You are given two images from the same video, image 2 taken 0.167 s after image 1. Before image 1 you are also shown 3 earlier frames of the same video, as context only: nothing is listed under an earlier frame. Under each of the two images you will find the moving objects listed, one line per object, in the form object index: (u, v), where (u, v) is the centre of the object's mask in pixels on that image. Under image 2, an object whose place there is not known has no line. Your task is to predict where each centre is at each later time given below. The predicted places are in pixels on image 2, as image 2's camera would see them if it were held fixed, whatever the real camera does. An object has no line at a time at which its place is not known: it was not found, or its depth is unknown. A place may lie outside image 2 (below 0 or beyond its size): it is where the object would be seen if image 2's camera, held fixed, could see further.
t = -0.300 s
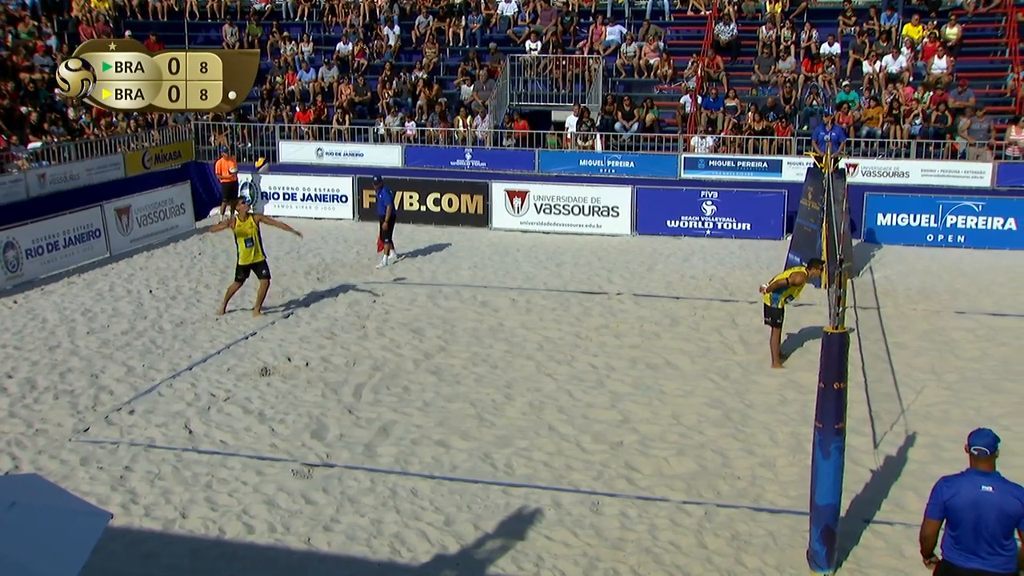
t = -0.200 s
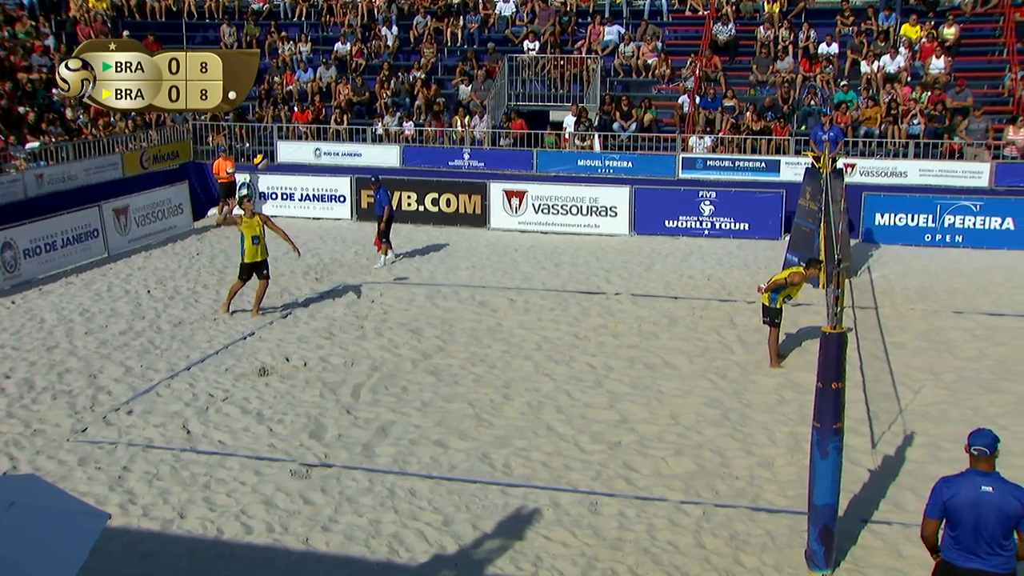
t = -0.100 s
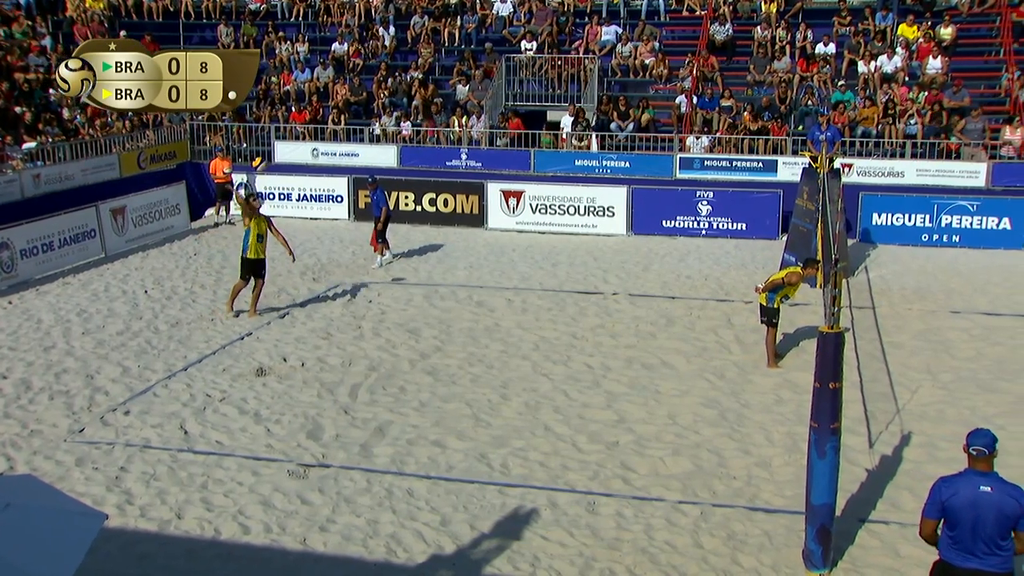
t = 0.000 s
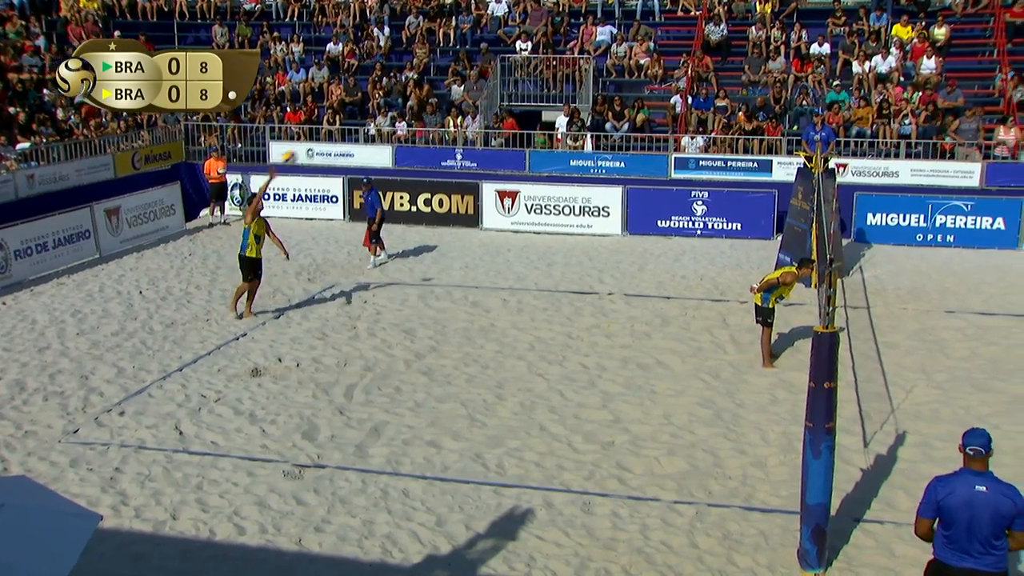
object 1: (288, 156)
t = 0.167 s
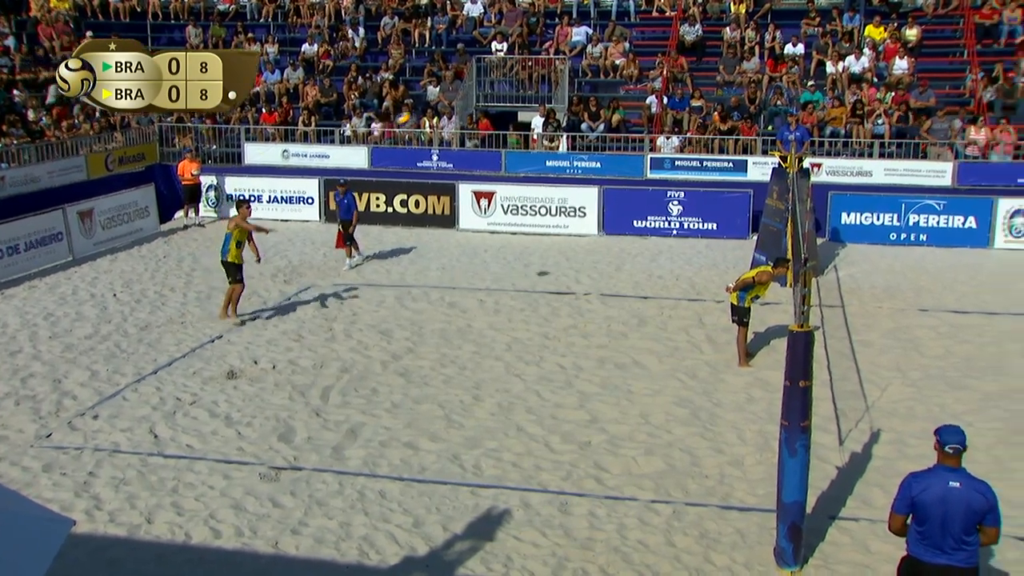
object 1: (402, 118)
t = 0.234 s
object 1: (458, 106)
